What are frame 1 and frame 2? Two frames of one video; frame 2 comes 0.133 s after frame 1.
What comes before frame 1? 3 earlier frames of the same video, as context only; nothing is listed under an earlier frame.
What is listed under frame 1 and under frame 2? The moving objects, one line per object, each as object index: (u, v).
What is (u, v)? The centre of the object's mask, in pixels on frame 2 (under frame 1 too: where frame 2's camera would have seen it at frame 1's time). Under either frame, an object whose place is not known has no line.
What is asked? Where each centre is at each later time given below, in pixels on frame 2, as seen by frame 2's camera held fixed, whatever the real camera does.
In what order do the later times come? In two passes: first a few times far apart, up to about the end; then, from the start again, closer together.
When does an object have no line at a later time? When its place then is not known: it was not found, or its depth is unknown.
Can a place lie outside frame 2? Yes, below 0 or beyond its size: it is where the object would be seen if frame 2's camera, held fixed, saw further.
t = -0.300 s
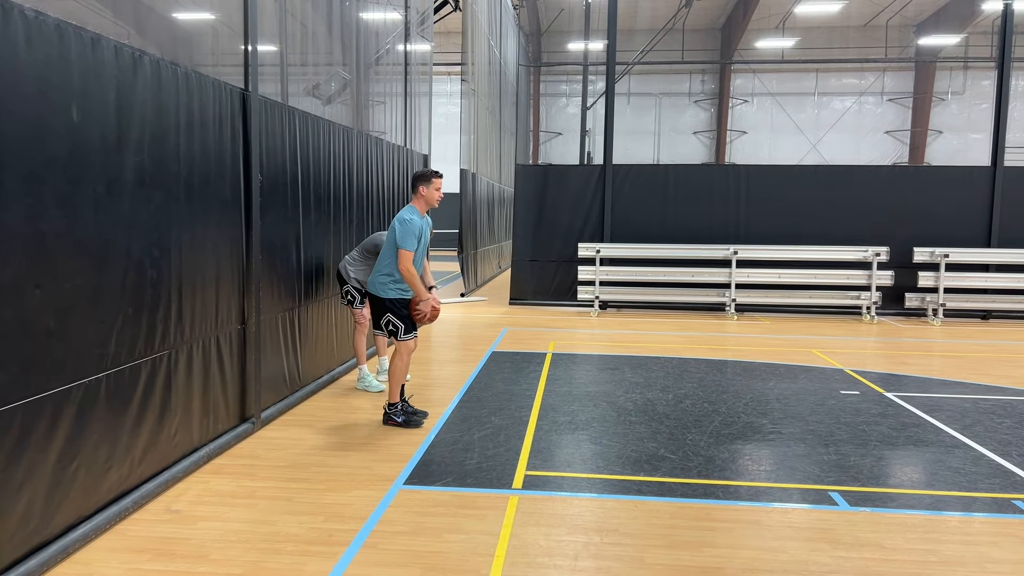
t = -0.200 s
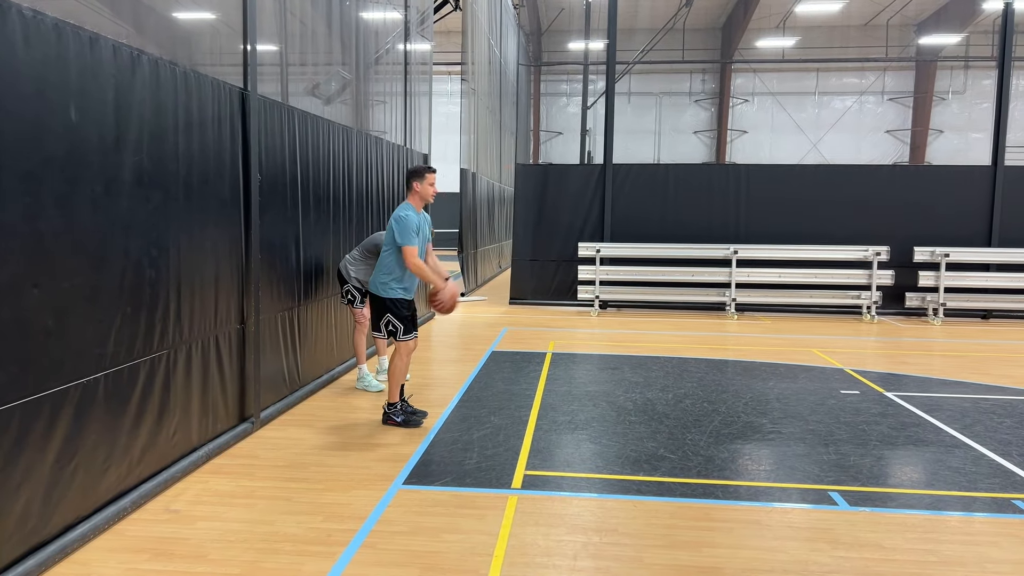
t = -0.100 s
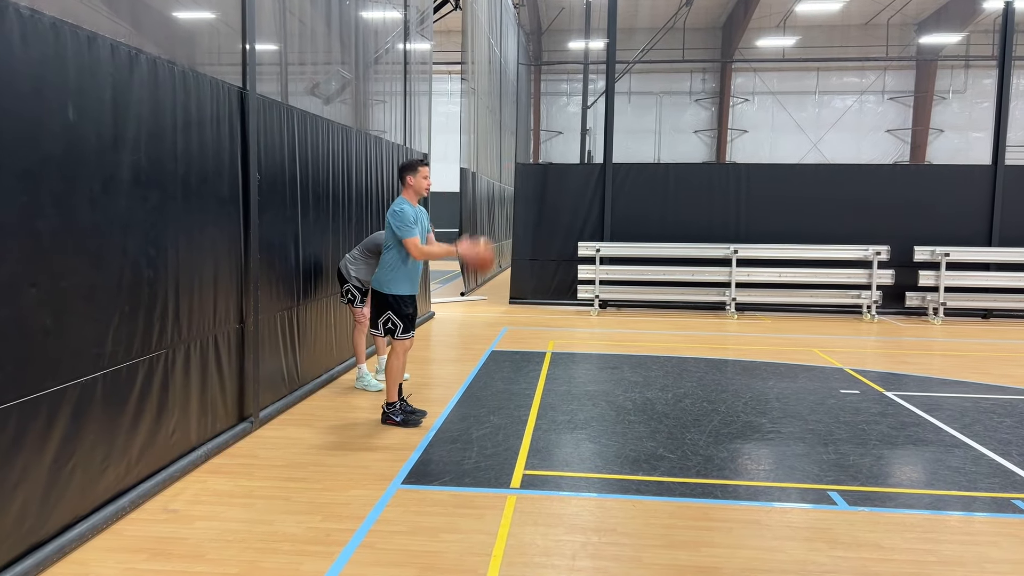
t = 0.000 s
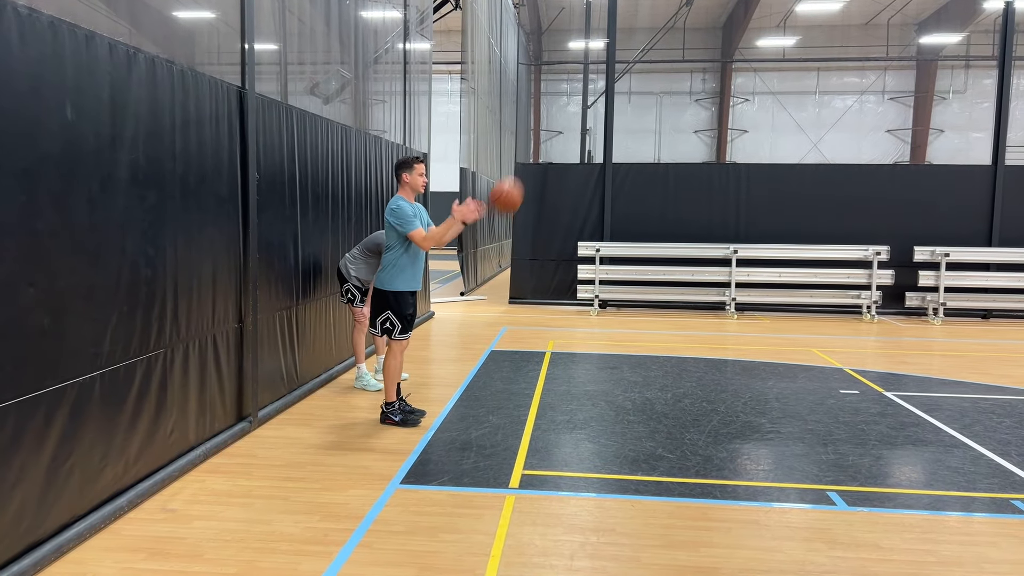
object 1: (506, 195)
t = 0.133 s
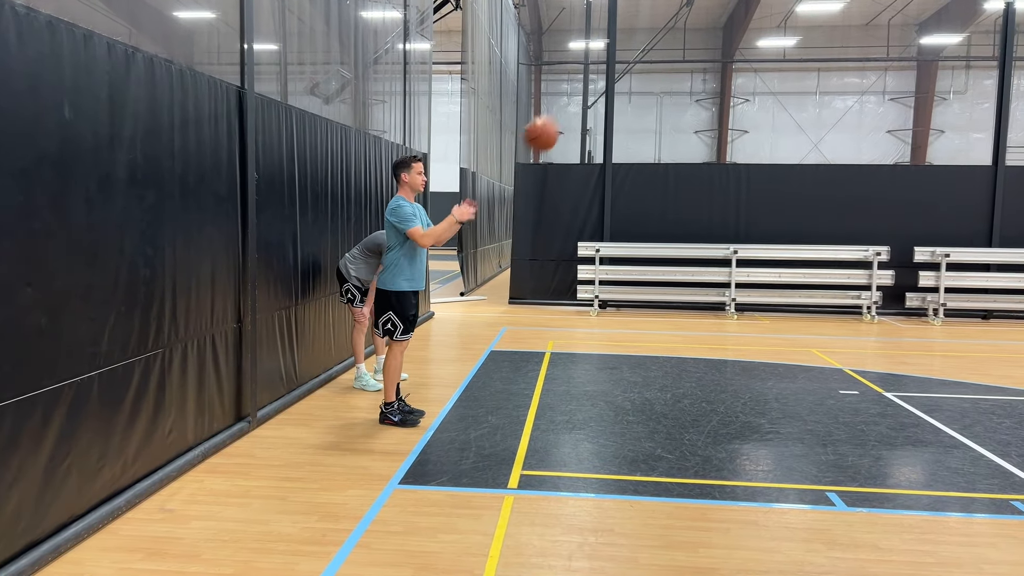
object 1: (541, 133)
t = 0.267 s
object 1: (578, 94)
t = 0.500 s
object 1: (641, 86)
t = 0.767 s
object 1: (712, 177)
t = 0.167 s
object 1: (551, 121)
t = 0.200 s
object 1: (560, 111)
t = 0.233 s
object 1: (569, 102)
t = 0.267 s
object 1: (578, 94)
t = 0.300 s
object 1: (587, 88)
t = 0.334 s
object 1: (596, 84)
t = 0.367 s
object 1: (605, 81)
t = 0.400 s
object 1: (615, 80)
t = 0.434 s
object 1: (623, 80)
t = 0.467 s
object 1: (632, 82)
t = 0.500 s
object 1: (641, 86)
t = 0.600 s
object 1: (667, 107)
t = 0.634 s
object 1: (676, 117)
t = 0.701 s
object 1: (693, 143)
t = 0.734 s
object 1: (703, 161)
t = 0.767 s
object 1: (712, 177)
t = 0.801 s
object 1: (719, 195)
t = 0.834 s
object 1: (728, 215)
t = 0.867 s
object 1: (737, 233)
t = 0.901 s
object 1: (746, 257)
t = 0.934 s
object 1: (754, 282)
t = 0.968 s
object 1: (765, 312)
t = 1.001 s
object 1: (775, 340)
